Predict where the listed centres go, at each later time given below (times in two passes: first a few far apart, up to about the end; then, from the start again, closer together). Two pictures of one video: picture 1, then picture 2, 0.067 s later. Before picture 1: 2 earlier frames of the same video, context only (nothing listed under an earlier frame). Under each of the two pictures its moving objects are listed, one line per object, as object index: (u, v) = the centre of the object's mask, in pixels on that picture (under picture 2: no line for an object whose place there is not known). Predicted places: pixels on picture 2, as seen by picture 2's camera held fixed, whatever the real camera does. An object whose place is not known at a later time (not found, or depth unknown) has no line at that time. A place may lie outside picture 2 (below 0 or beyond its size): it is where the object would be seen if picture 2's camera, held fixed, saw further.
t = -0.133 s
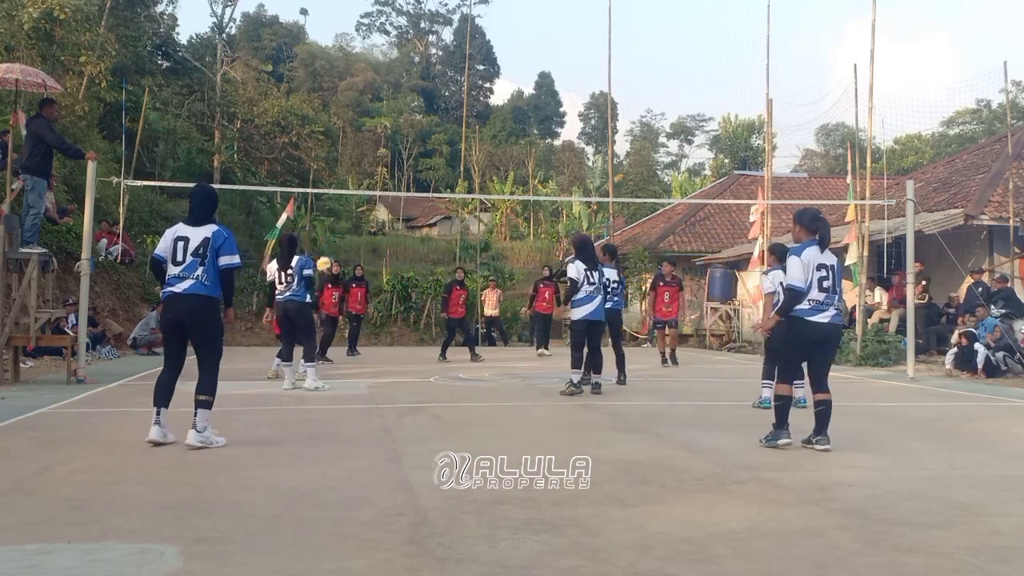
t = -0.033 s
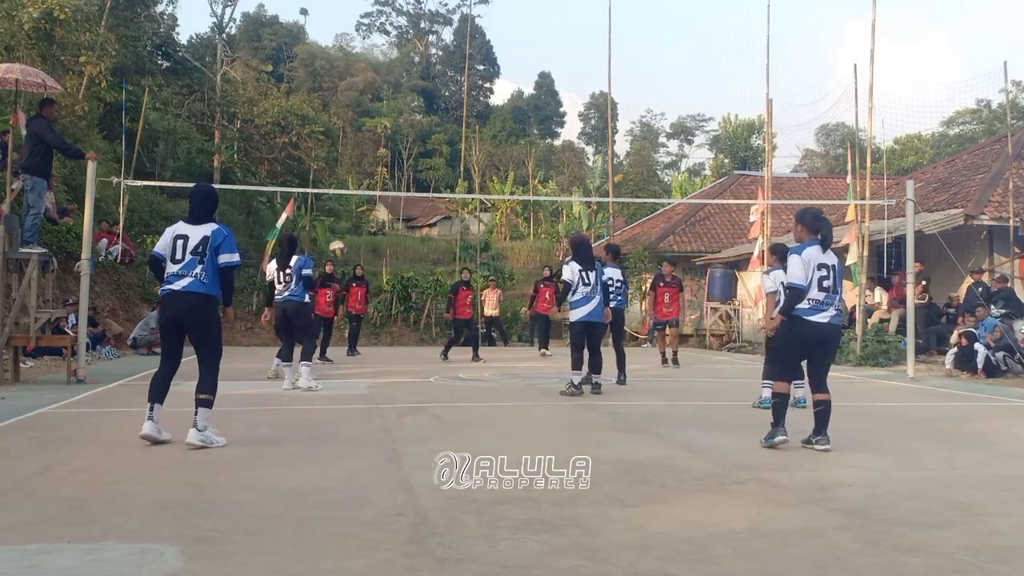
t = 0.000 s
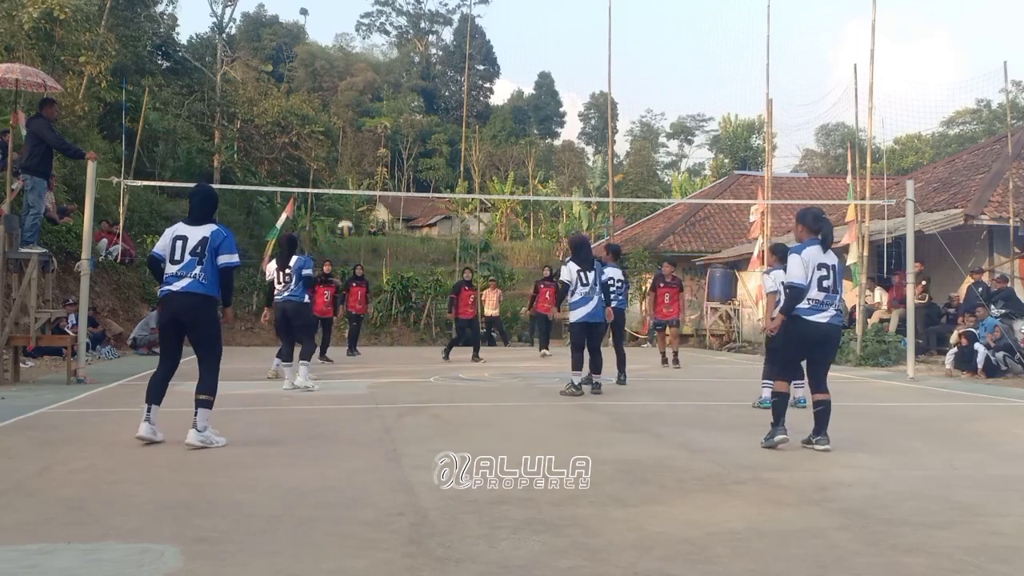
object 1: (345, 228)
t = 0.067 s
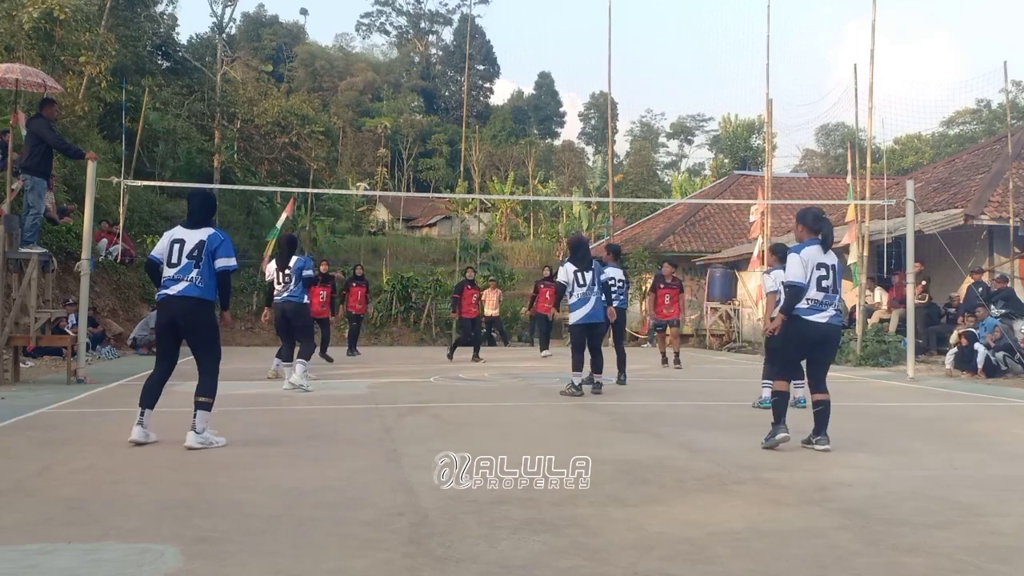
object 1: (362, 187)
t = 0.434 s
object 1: (442, 54)
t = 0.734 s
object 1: (503, 26)
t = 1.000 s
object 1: (555, 63)
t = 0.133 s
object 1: (377, 158)
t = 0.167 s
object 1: (383, 143)
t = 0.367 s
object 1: (427, 70)
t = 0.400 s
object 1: (435, 61)
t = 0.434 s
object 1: (442, 54)
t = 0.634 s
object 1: (483, 26)
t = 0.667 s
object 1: (490, 26)
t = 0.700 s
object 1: (497, 26)
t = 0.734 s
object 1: (503, 26)
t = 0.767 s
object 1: (510, 27)
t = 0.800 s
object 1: (517, 31)
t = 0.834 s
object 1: (523, 34)
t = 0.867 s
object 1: (530, 38)
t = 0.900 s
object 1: (536, 42)
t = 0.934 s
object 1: (543, 48)
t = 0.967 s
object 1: (549, 55)
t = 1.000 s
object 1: (555, 63)
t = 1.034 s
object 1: (561, 71)
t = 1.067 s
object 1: (568, 81)
